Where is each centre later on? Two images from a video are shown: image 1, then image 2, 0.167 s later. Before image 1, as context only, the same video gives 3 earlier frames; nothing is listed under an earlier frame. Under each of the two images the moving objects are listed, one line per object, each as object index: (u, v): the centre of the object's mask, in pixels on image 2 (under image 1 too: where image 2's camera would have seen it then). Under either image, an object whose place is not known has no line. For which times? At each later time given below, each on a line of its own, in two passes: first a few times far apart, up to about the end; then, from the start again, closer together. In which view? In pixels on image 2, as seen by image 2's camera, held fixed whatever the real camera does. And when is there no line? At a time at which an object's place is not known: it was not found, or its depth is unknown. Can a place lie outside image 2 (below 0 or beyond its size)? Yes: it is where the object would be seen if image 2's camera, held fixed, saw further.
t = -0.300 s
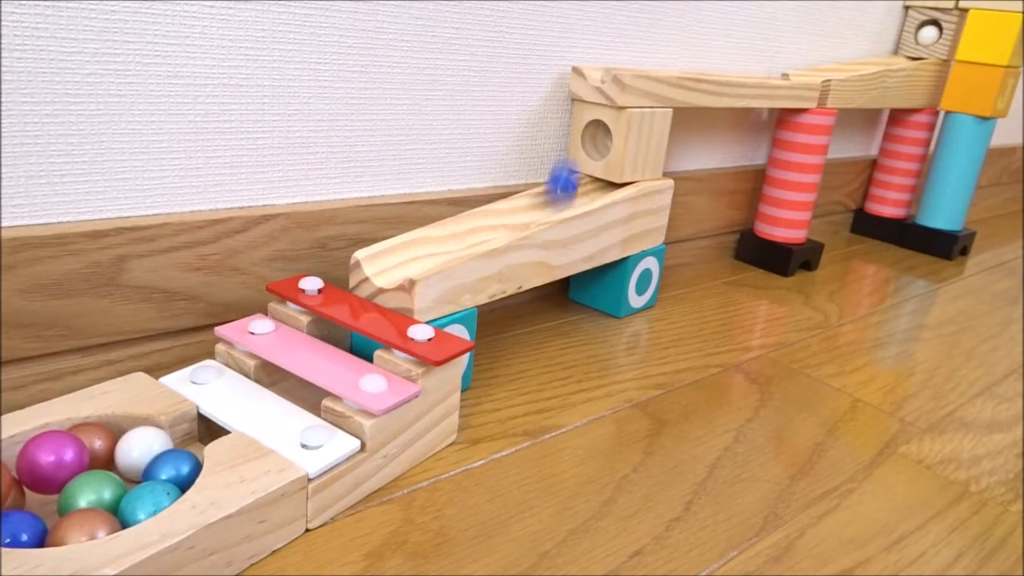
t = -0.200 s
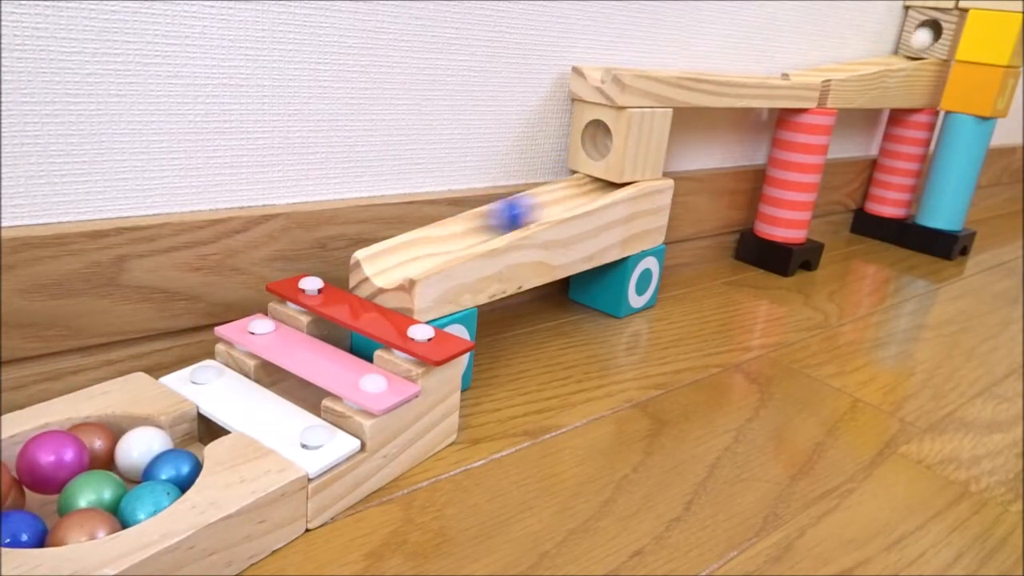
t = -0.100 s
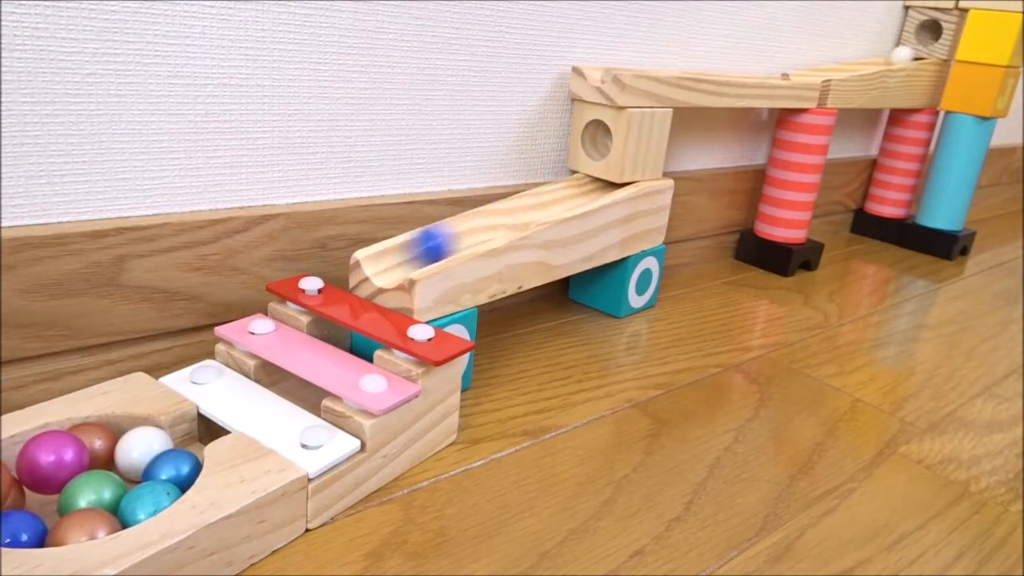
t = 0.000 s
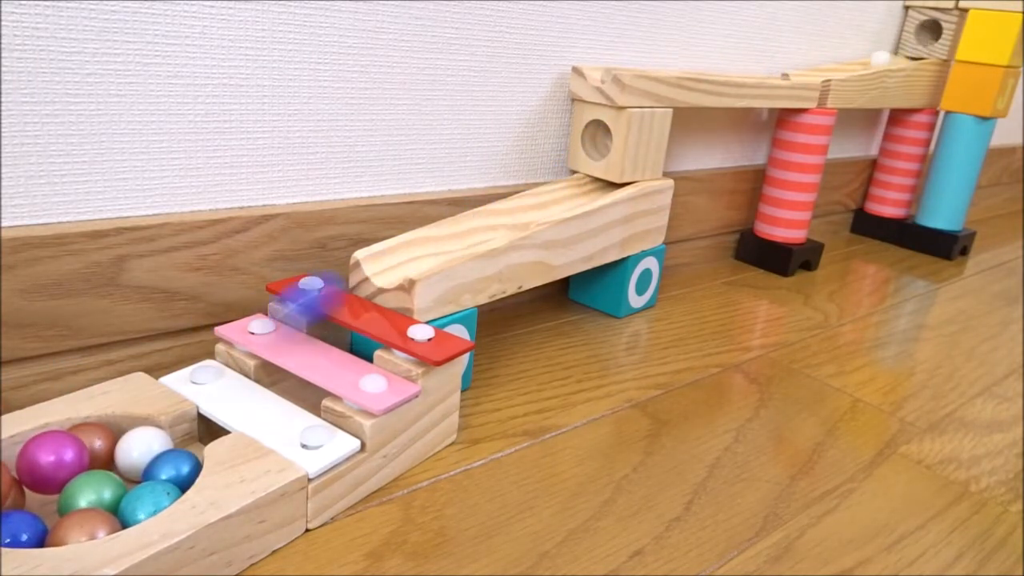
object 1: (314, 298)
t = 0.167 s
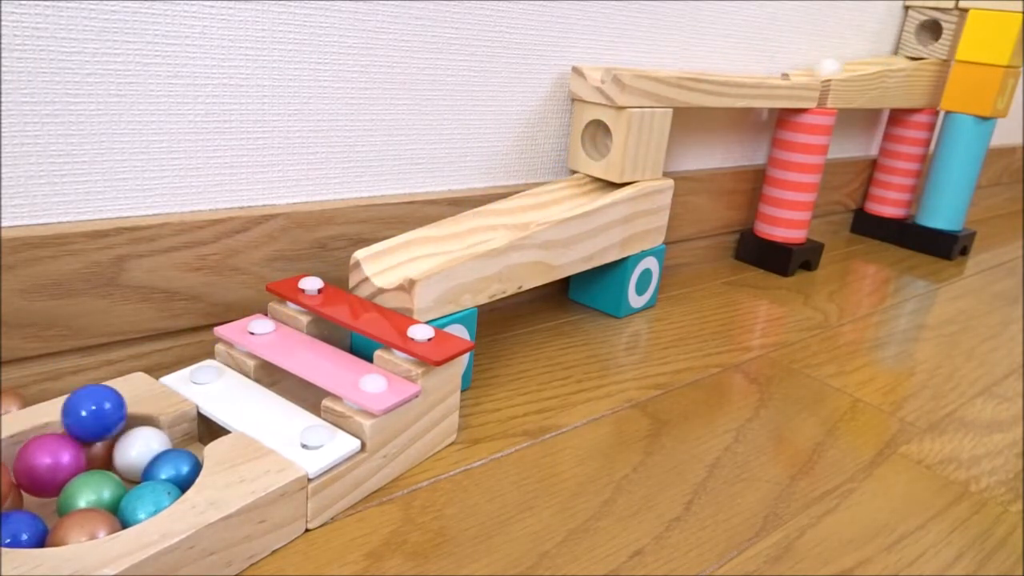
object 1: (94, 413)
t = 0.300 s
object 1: (110, 432)
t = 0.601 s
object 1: (123, 443)
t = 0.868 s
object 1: (123, 443)
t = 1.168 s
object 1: (123, 443)
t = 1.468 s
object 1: (123, 443)
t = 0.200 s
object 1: (97, 415)
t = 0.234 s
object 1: (105, 422)
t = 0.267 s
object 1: (108, 425)
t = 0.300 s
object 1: (110, 432)
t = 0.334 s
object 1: (117, 441)
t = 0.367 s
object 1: (123, 443)
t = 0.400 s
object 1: (123, 443)
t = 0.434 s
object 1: (123, 443)
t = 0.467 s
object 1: (123, 443)
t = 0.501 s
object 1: (123, 443)
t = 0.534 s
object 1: (123, 443)
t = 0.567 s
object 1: (123, 443)
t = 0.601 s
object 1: (123, 443)
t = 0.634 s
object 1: (123, 443)
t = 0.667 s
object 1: (123, 443)
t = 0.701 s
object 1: (123, 443)
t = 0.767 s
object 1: (123, 443)
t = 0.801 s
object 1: (123, 443)
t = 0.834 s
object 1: (123, 443)
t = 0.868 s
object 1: (123, 443)
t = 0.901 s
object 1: (123, 443)
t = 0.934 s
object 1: (123, 443)
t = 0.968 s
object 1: (123, 443)
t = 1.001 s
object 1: (123, 443)
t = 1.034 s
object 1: (123, 443)
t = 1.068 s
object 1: (123, 443)
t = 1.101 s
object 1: (123, 443)
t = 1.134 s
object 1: (123, 443)
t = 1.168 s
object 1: (123, 443)
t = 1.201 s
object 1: (123, 443)
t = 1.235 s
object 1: (124, 443)
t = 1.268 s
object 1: (123, 443)
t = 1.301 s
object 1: (123, 443)
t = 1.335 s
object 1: (123, 443)
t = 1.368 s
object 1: (124, 443)
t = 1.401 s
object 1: (123, 443)
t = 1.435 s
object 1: (123, 443)
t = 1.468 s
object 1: (123, 443)
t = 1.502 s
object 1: (123, 443)
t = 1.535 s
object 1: (123, 443)
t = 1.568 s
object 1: (123, 443)
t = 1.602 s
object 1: (124, 443)
